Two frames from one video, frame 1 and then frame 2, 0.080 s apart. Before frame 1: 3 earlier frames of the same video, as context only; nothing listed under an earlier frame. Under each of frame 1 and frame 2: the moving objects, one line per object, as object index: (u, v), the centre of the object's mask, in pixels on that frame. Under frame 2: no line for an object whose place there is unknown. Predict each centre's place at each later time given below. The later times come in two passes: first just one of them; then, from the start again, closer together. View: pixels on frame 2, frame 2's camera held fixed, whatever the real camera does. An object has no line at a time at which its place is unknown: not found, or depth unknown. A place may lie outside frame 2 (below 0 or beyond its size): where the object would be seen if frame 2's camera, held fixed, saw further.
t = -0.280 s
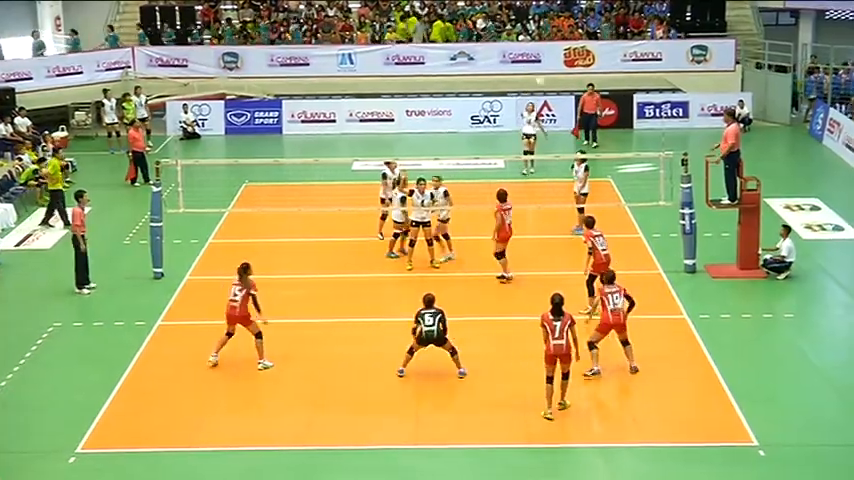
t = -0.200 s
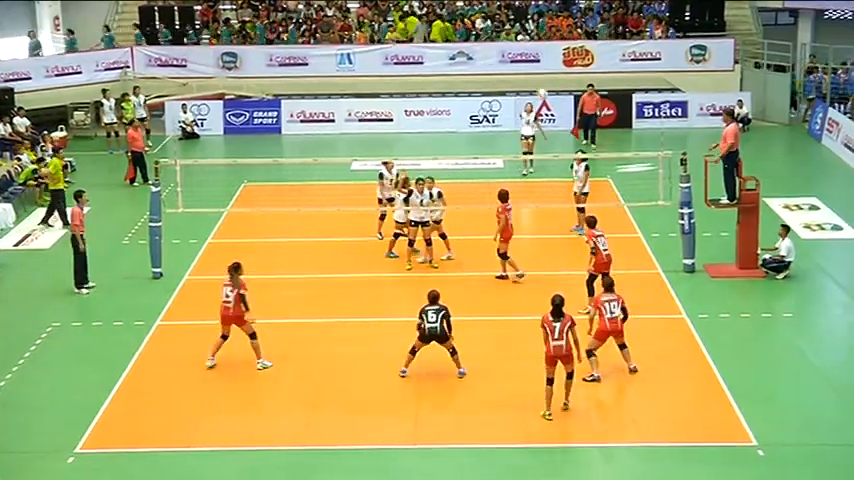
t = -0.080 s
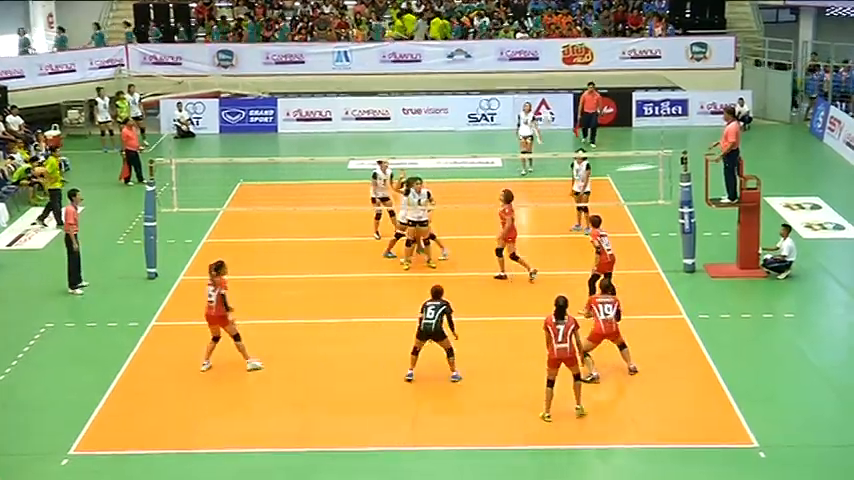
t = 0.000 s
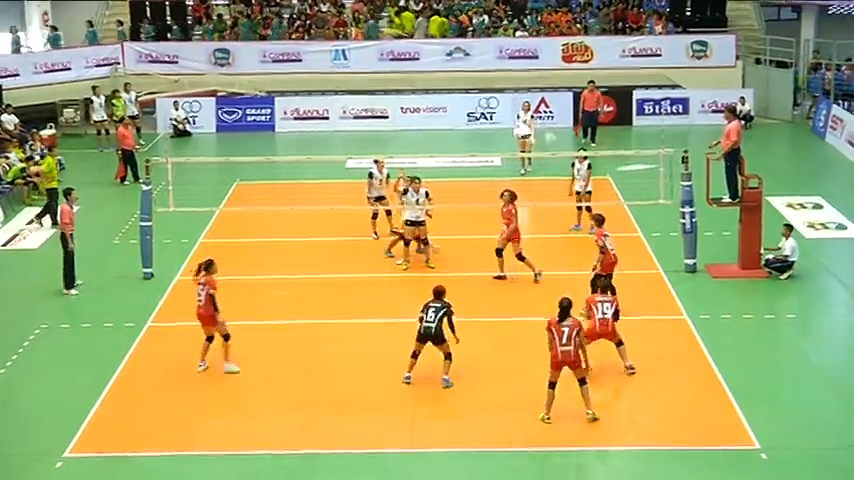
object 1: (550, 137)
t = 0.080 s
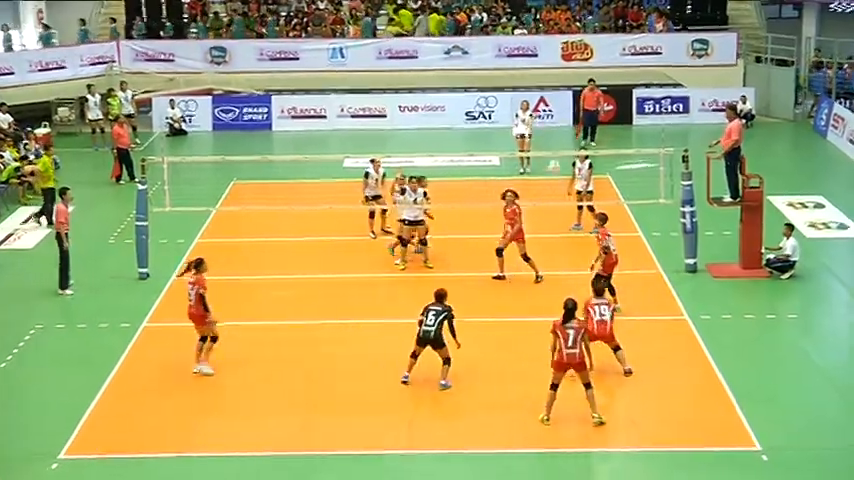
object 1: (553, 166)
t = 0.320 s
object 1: (575, 287)
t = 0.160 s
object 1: (559, 199)
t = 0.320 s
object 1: (575, 287)
